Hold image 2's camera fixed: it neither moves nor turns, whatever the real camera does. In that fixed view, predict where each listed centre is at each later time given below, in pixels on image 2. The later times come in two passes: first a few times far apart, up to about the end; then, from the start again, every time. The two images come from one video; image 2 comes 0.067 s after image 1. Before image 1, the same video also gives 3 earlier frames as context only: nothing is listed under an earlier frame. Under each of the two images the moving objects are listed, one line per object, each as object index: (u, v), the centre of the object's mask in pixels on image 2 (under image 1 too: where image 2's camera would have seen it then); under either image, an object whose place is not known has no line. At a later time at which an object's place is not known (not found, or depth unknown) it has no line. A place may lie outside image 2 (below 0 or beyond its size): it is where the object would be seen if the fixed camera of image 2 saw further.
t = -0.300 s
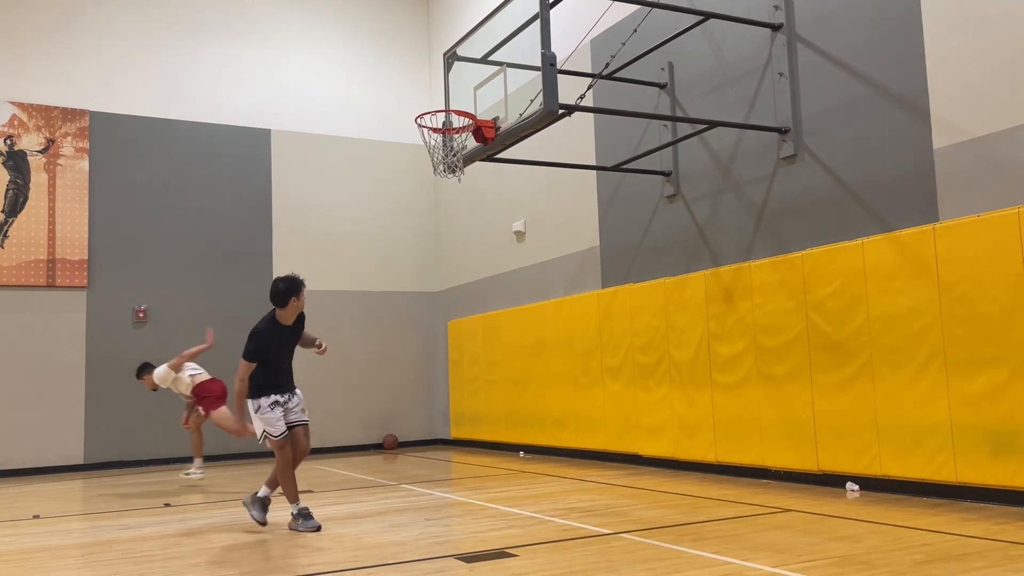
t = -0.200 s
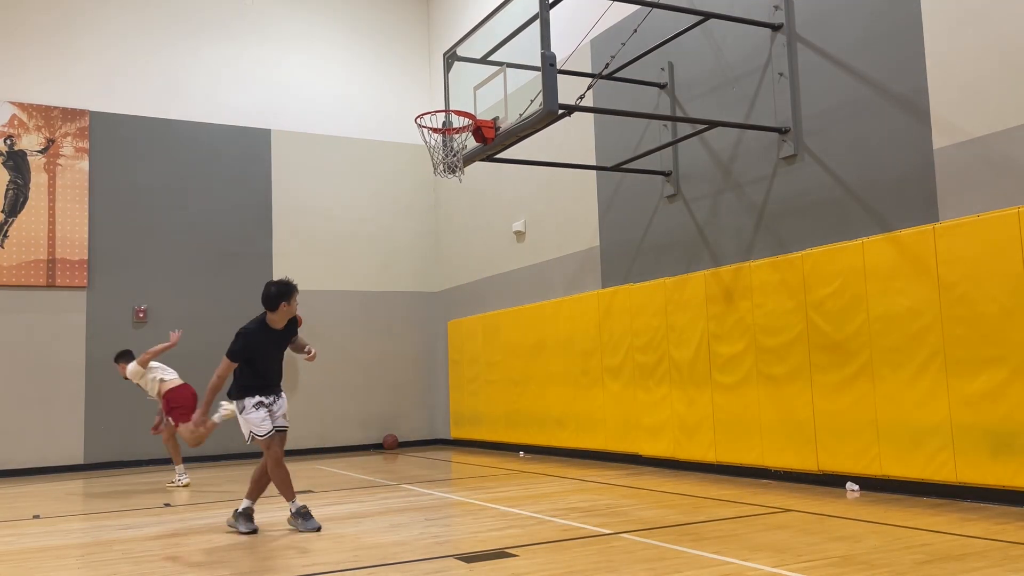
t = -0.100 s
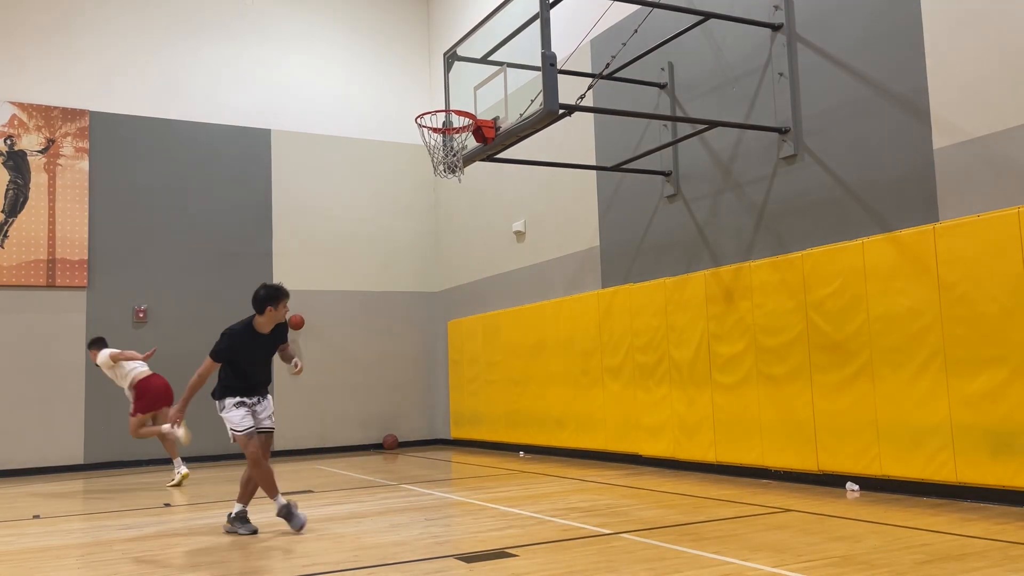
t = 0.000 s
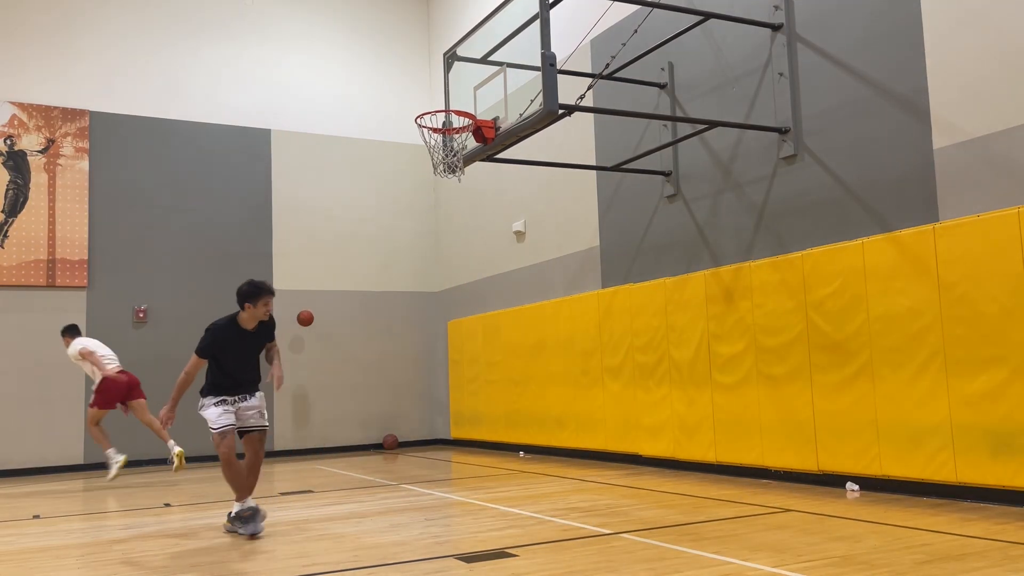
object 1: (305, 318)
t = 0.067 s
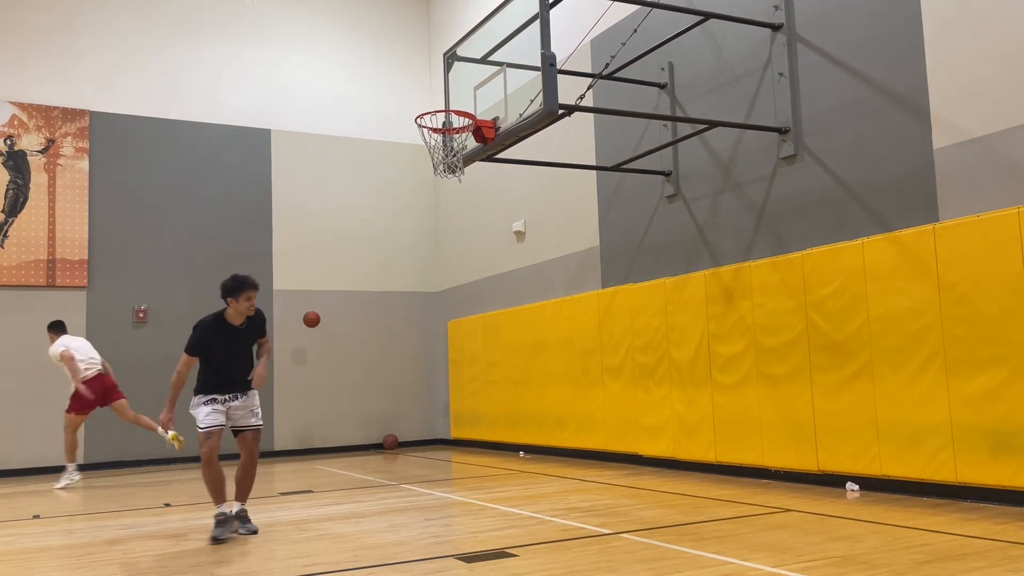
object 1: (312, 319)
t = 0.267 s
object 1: (331, 341)
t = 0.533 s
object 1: (361, 420)
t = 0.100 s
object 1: (315, 321)
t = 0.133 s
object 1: (318, 323)
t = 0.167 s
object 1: (321, 326)
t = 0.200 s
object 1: (325, 331)
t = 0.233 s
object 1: (328, 335)
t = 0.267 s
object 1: (331, 341)
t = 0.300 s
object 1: (335, 348)
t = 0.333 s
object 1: (339, 355)
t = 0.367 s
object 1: (342, 364)
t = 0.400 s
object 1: (346, 373)
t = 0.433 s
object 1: (350, 383)
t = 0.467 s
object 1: (354, 394)
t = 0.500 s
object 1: (357, 407)
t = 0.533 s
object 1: (361, 420)
